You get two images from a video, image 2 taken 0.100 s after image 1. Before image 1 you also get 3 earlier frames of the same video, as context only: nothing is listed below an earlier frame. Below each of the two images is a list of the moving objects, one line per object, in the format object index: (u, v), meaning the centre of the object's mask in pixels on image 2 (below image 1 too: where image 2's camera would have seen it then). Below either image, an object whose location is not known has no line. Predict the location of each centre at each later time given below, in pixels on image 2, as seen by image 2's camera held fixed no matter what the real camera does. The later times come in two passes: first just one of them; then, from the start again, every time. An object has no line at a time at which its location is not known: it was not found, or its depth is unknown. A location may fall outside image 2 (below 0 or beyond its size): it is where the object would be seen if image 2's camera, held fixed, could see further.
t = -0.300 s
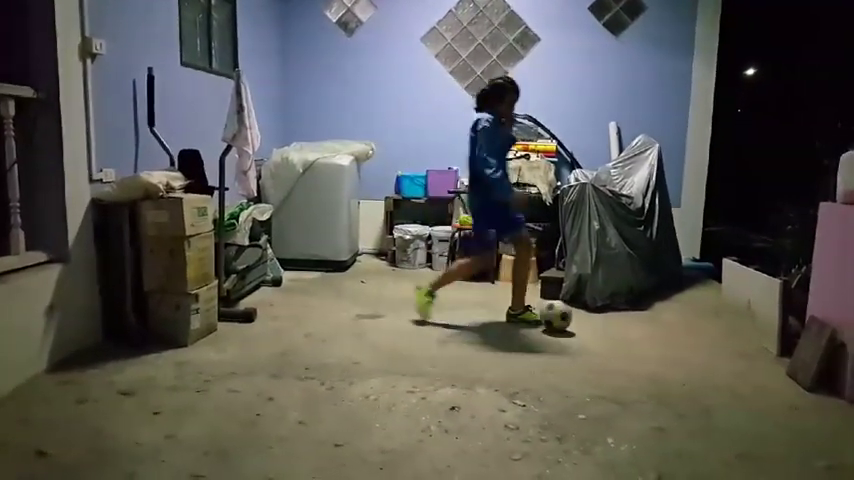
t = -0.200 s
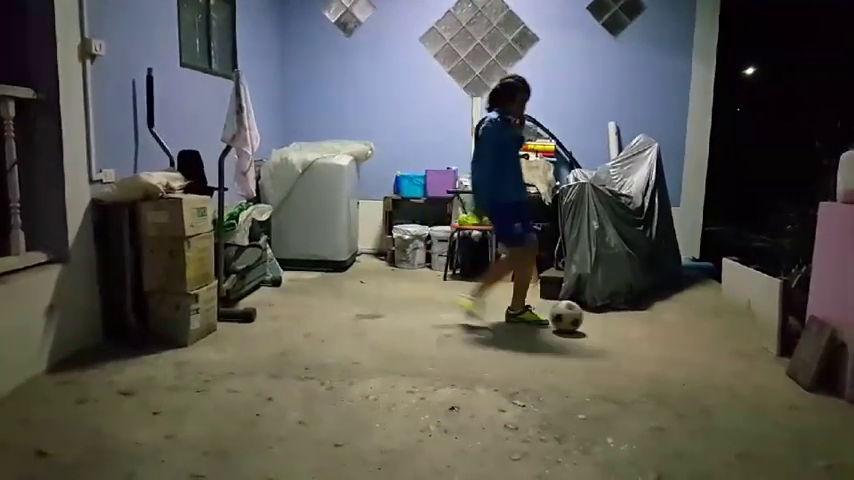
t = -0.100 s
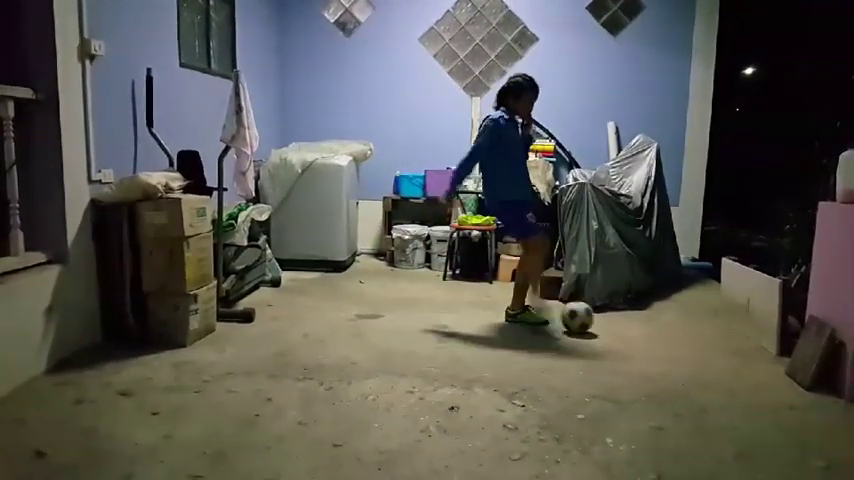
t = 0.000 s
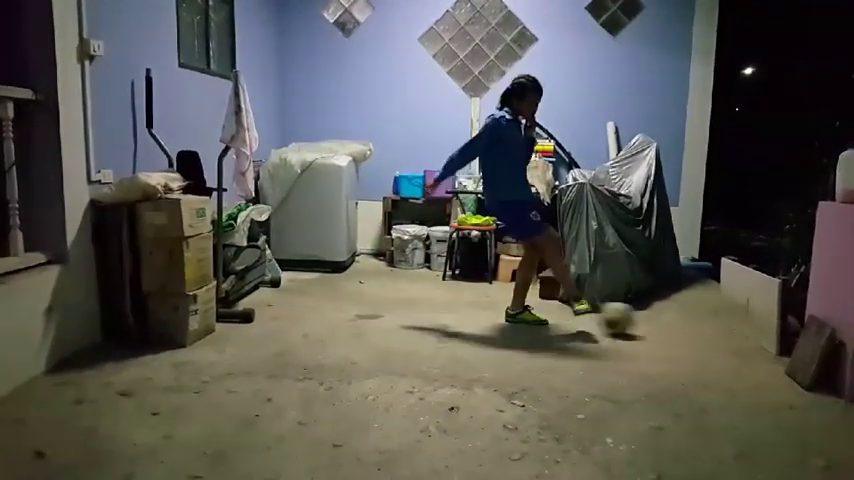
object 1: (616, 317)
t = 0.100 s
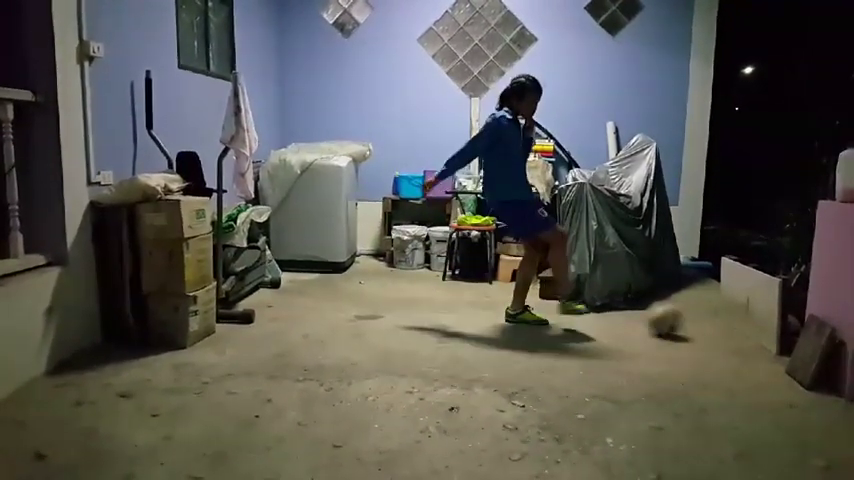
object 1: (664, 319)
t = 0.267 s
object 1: (735, 323)
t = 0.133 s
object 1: (679, 320)
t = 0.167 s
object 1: (694, 320)
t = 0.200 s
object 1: (709, 323)
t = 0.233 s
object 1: (722, 322)
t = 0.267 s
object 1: (735, 323)
